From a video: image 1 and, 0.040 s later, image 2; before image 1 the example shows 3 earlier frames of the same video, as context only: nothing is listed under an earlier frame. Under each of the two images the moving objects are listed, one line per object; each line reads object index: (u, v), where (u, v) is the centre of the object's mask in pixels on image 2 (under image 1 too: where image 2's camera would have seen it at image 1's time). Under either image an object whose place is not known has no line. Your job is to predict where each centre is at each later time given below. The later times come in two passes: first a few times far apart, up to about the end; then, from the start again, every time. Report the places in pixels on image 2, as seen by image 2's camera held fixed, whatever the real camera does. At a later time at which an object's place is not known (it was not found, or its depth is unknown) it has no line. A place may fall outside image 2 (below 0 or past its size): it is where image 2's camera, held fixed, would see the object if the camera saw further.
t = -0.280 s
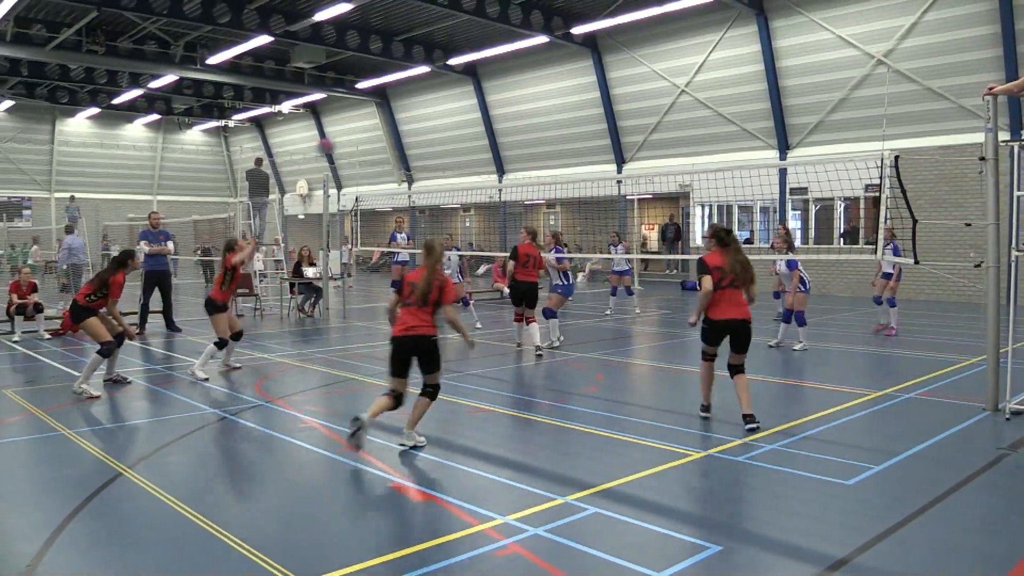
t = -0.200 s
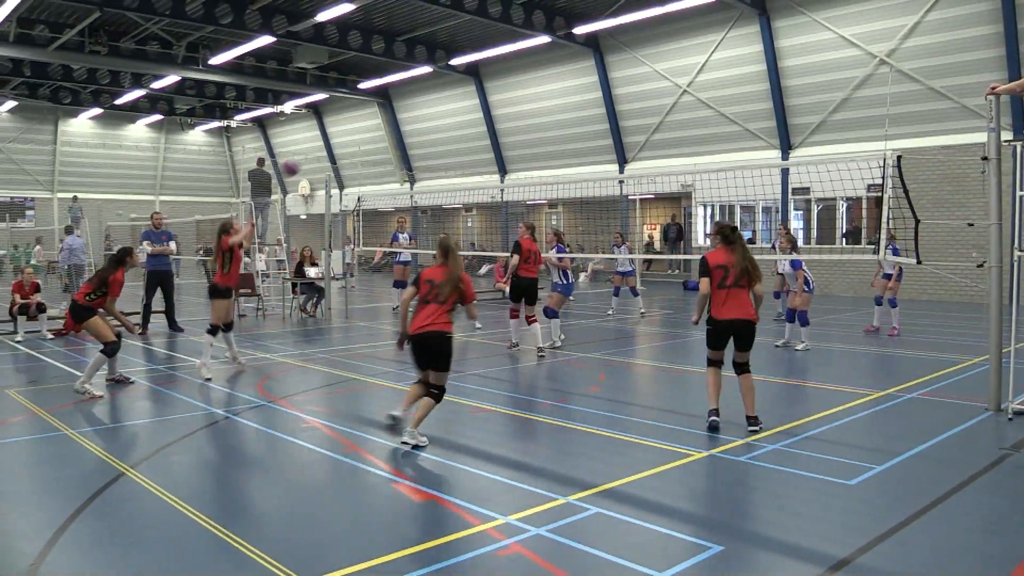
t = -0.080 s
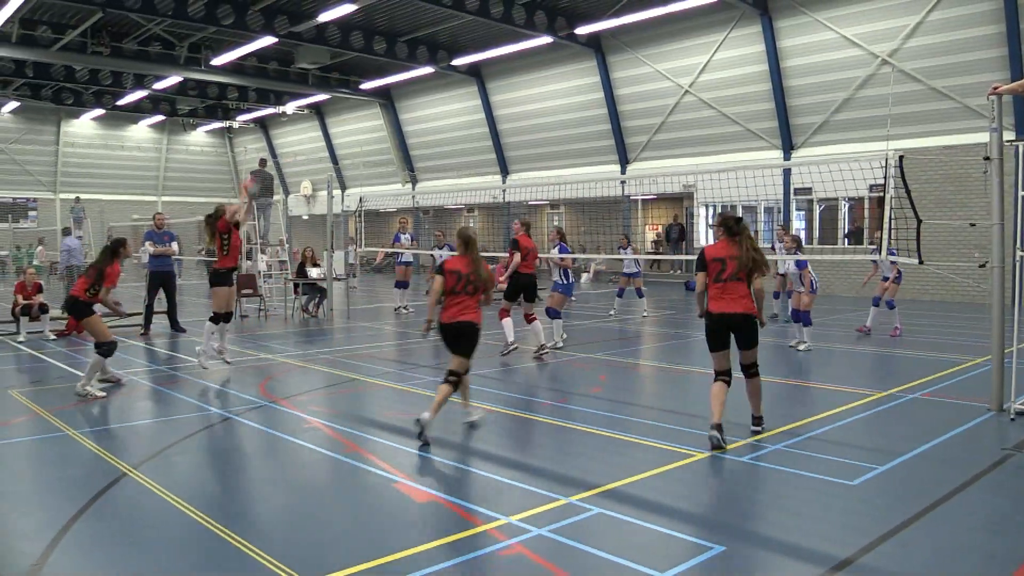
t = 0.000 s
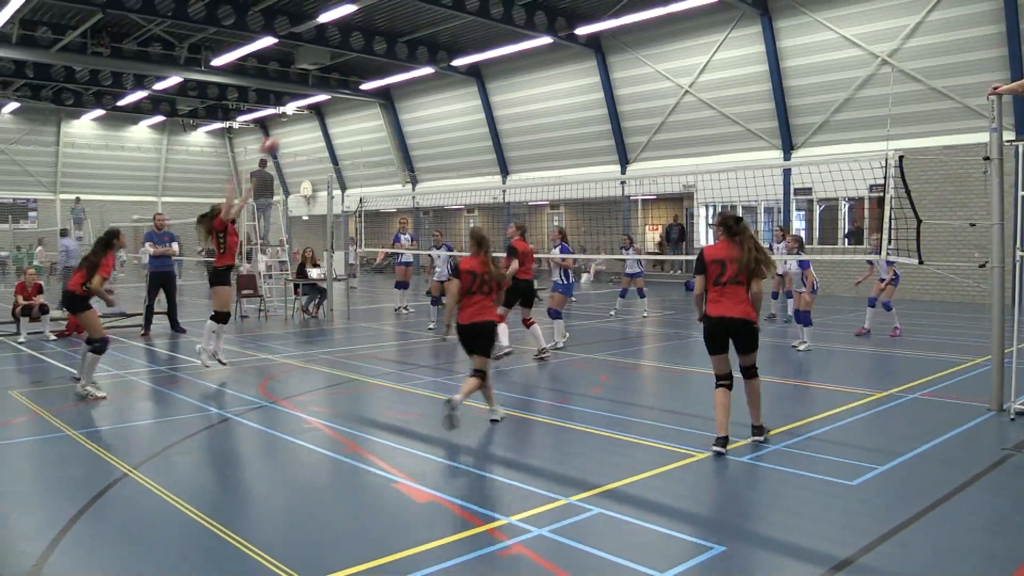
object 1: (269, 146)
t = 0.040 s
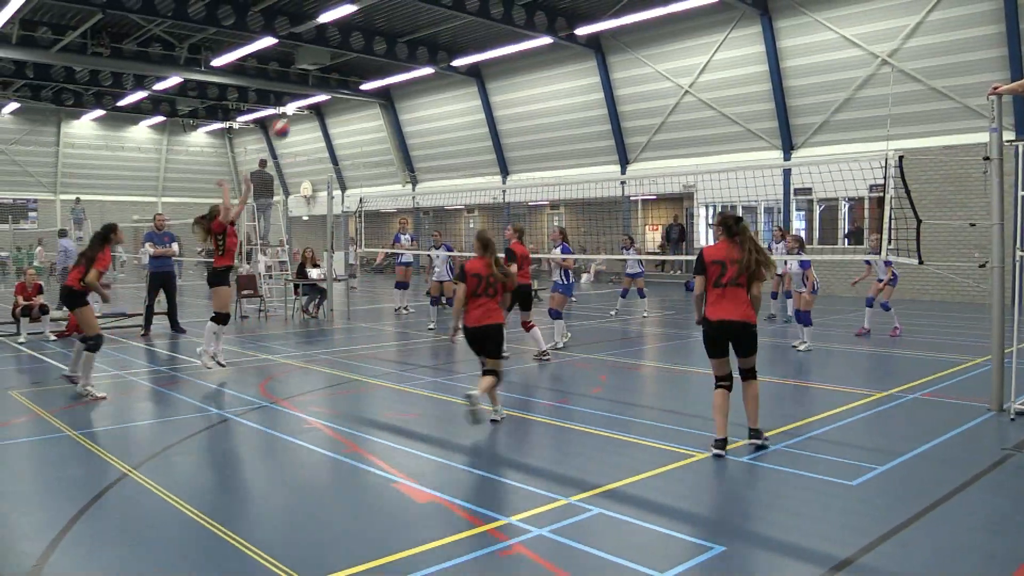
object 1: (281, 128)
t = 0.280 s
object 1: (342, 52)
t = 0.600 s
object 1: (426, 28)
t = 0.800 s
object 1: (478, 60)
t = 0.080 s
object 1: (289, 114)
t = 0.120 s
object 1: (300, 97)
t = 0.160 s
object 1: (311, 84)
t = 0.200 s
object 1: (321, 73)
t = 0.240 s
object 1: (331, 62)
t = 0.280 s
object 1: (342, 52)
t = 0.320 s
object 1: (353, 43)
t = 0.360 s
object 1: (365, 37)
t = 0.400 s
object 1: (374, 32)
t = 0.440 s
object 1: (384, 29)
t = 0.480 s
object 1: (394, 27)
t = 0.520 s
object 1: (405, 26)
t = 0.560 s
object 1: (415, 25)
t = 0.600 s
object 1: (426, 28)
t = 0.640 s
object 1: (436, 31)
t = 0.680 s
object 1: (447, 37)
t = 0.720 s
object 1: (456, 42)
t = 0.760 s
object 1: (467, 49)
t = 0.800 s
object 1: (478, 60)
